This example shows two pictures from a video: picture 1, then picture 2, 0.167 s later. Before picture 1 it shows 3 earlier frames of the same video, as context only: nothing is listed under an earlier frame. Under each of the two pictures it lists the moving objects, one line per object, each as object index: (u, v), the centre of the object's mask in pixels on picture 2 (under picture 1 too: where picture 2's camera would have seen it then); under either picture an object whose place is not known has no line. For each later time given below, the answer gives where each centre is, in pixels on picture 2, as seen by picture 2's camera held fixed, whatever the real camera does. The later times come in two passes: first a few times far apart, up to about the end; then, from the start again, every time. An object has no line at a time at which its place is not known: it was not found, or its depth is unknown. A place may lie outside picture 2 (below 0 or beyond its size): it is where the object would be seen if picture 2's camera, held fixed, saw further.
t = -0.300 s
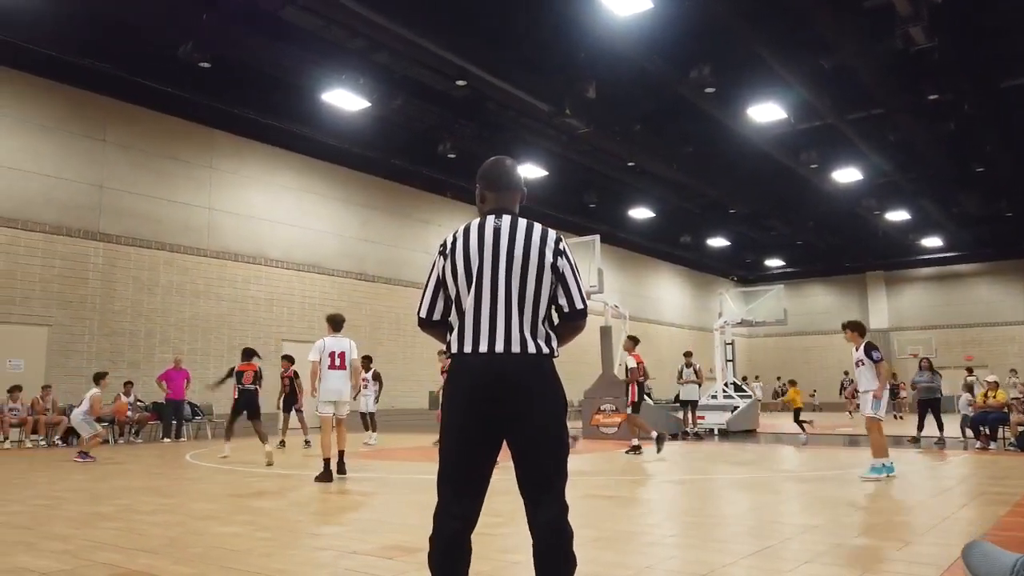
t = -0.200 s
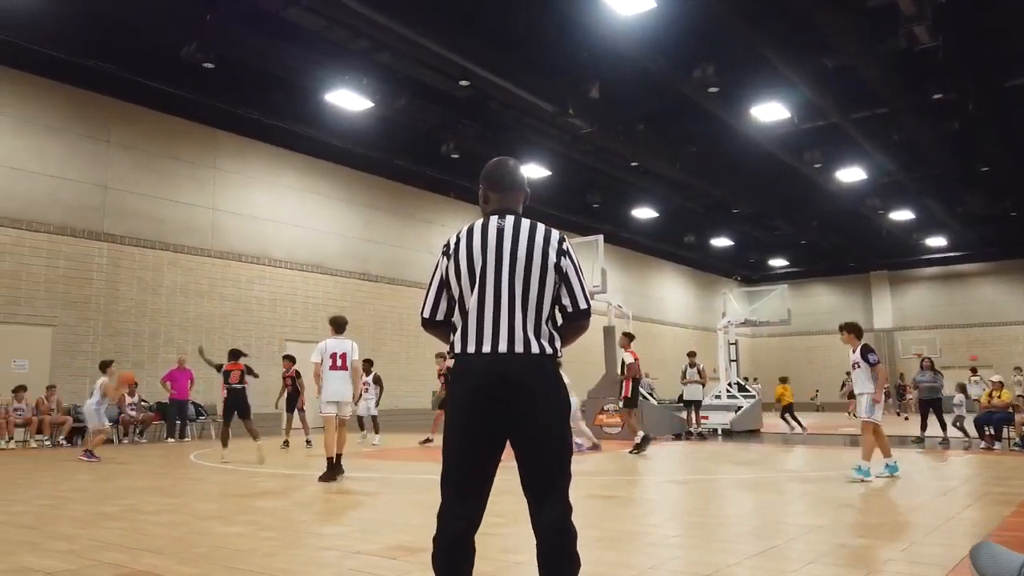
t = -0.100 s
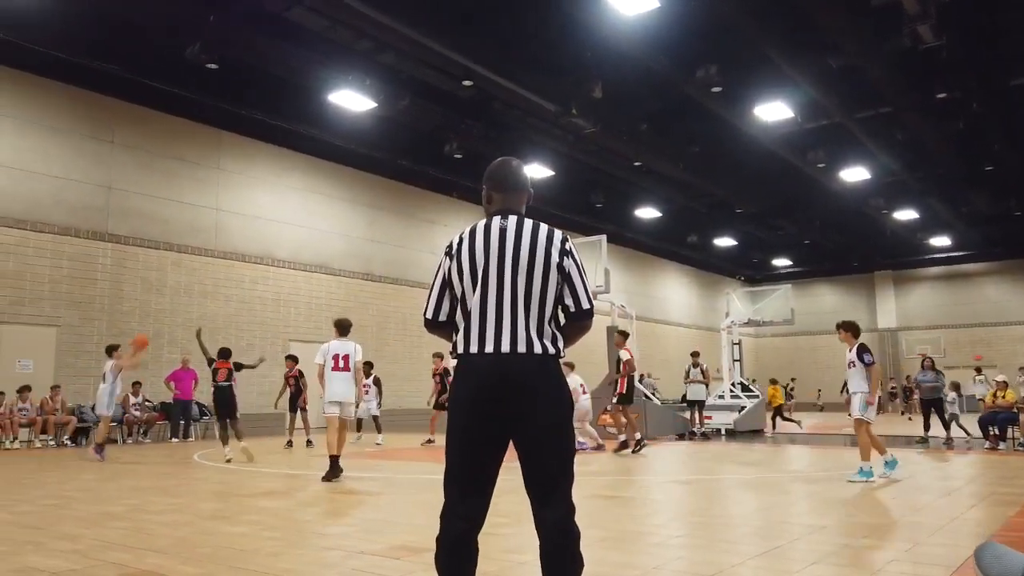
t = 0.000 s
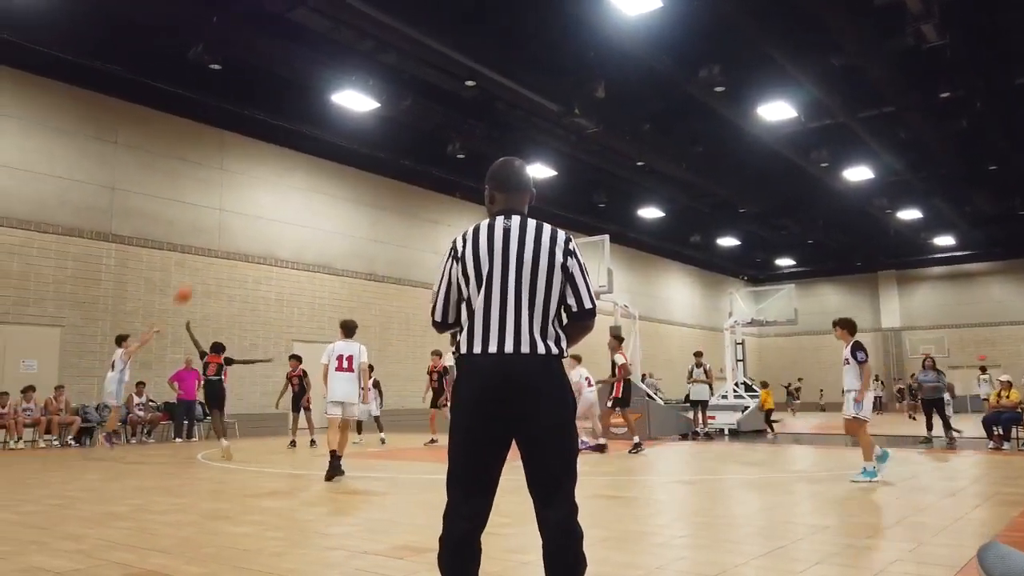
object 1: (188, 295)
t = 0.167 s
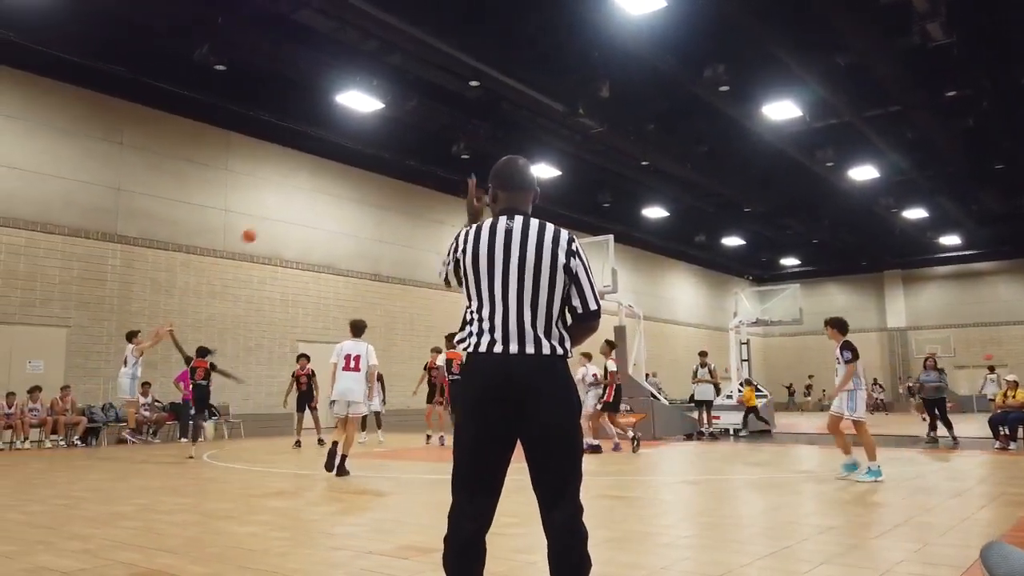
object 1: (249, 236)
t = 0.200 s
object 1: (260, 226)
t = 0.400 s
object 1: (324, 185)
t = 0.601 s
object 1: (381, 168)
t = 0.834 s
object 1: (442, 176)
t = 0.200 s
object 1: (260, 226)
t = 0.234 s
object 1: (272, 217)
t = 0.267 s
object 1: (282, 209)
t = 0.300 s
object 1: (293, 202)
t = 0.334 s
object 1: (304, 196)
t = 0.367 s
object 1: (313, 191)
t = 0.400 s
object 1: (324, 185)
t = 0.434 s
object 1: (333, 180)
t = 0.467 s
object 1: (344, 177)
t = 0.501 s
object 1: (353, 172)
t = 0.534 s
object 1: (363, 171)
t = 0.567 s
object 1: (372, 169)
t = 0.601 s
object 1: (381, 168)
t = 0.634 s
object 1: (390, 168)
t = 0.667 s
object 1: (399, 168)
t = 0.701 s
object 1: (408, 168)
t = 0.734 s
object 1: (416, 169)
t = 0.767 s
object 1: (425, 170)
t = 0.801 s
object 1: (433, 173)
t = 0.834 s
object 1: (442, 176)
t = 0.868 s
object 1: (449, 178)
